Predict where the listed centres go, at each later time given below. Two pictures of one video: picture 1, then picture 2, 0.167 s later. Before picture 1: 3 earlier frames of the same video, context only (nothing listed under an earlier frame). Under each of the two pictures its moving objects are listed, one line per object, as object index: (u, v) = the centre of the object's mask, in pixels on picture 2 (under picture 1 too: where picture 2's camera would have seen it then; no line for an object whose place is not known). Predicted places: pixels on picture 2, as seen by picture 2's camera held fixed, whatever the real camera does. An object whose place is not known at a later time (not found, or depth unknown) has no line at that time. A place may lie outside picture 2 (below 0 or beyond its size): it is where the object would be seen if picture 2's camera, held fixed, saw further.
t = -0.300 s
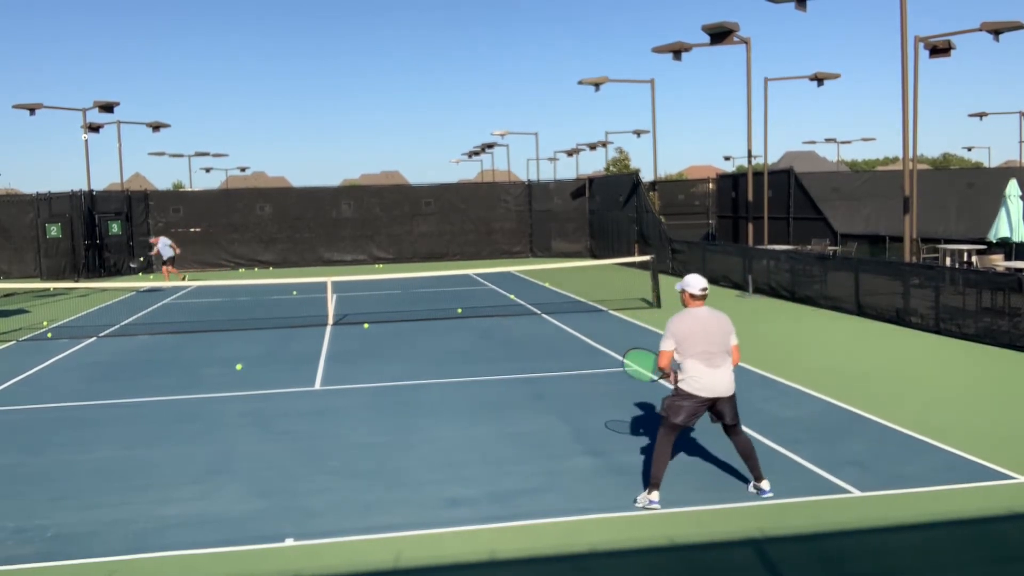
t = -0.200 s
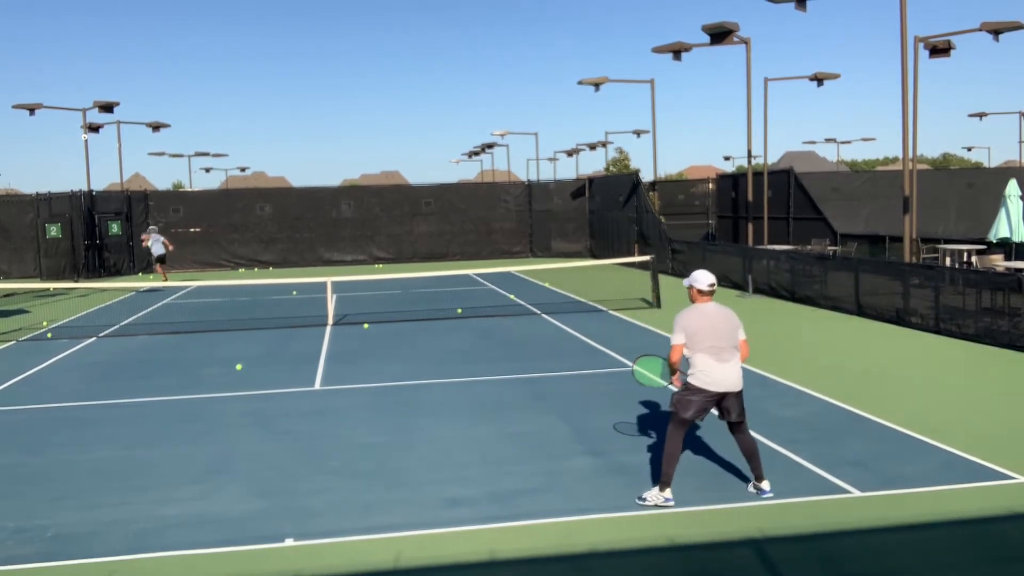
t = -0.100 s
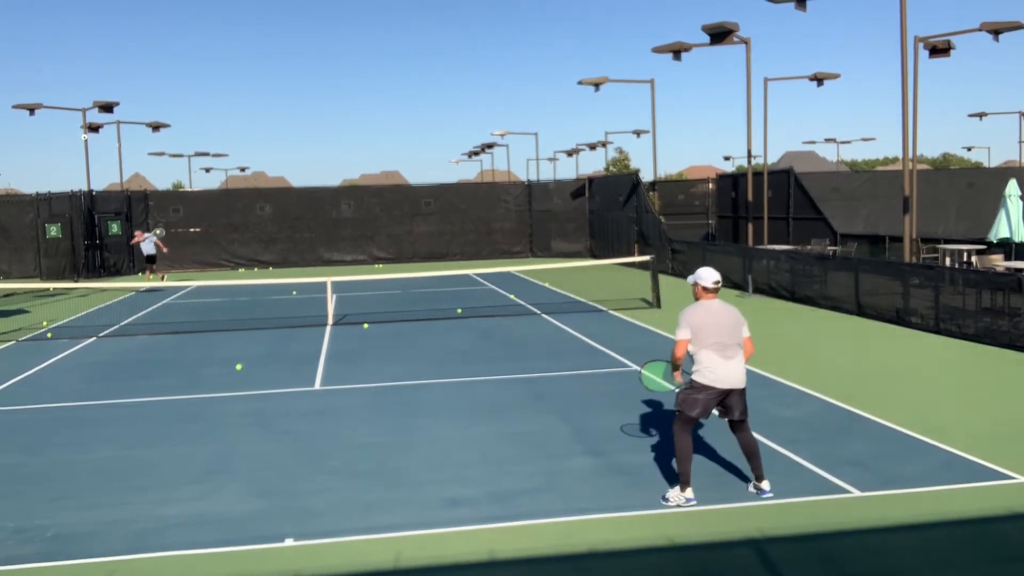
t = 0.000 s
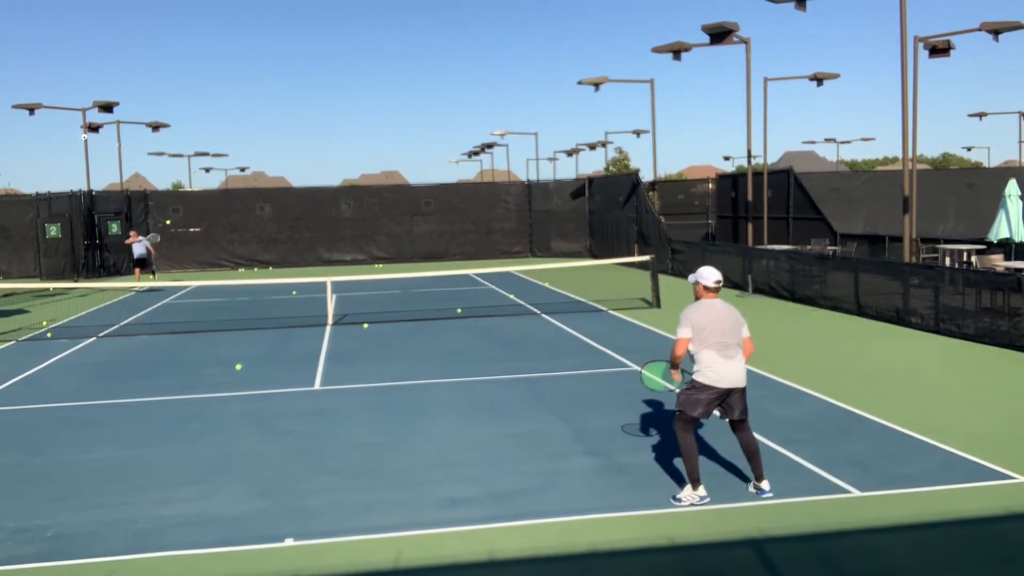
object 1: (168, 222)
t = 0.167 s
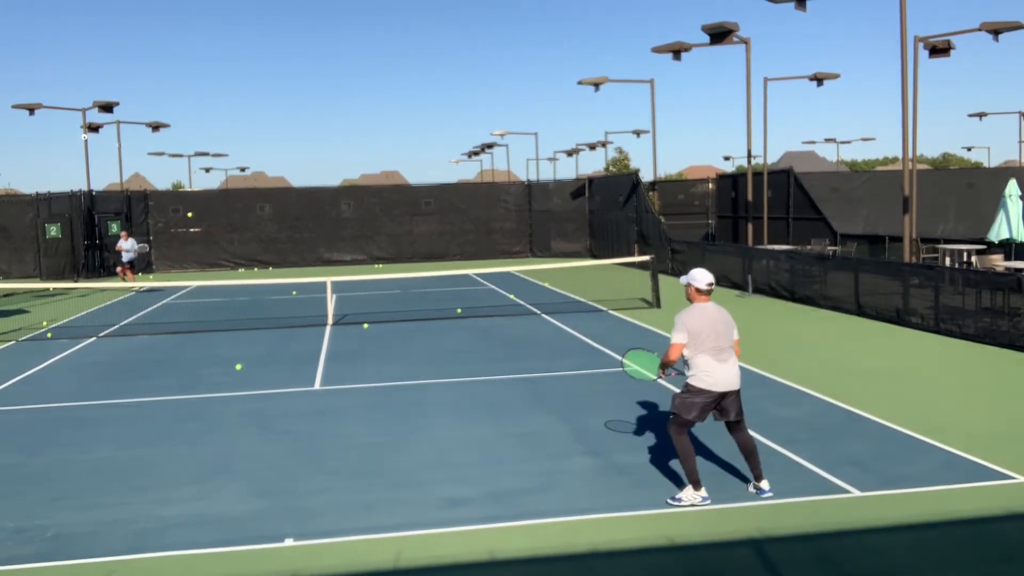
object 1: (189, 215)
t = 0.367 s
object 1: (224, 224)
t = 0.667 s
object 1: (302, 301)
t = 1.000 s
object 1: (414, 386)
